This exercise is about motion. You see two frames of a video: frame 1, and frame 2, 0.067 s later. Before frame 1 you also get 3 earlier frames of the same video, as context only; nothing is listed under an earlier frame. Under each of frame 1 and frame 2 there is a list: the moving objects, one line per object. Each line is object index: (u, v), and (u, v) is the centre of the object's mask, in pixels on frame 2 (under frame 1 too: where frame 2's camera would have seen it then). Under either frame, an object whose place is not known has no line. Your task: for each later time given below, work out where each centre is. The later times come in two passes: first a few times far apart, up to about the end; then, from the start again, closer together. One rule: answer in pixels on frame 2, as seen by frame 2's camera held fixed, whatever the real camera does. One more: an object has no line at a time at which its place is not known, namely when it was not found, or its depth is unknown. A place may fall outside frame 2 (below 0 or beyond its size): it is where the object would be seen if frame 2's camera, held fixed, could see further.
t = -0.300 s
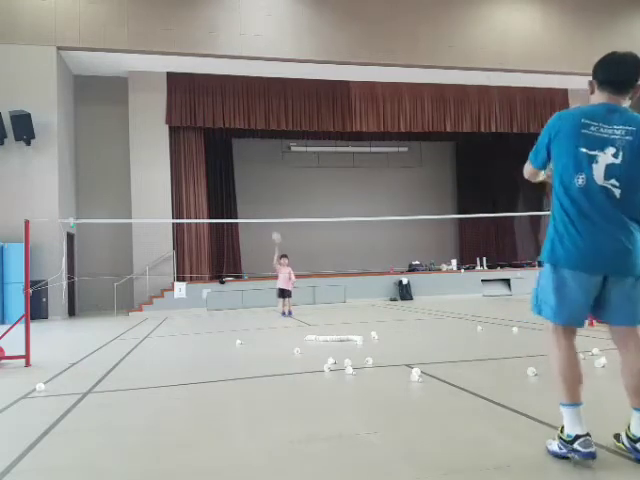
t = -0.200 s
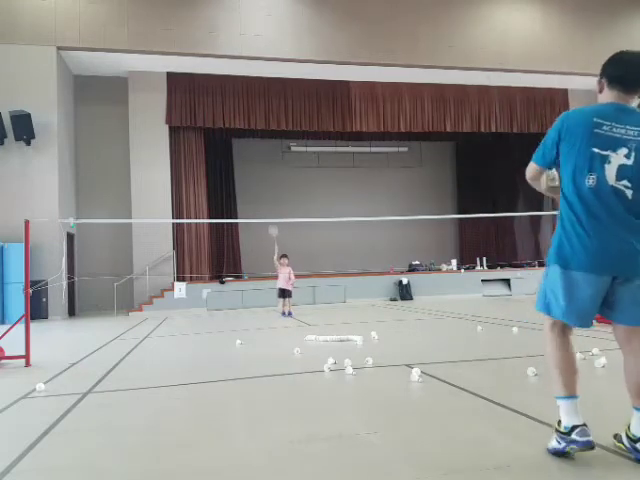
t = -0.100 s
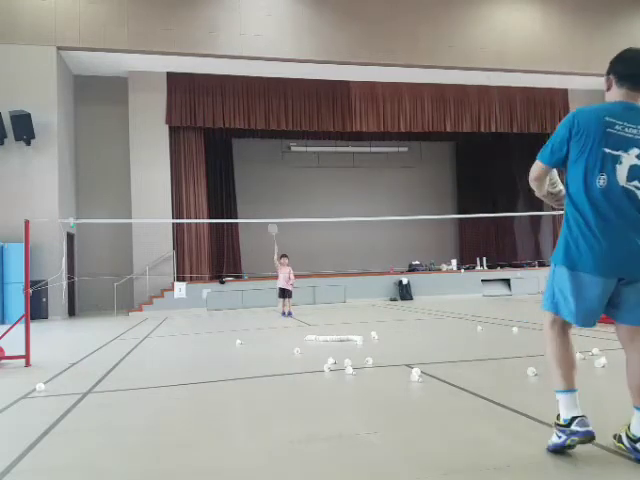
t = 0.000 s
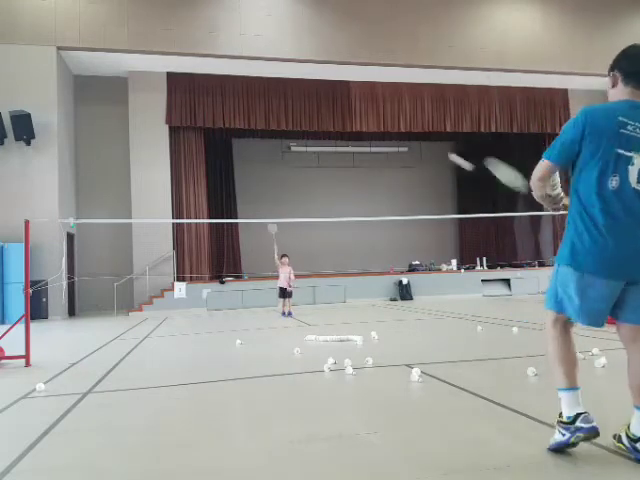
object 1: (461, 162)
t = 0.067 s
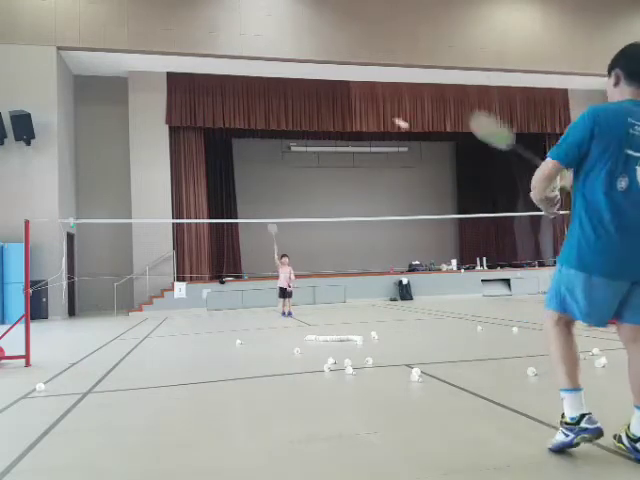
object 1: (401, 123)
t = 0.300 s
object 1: (318, 87)
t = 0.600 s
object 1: (282, 105)
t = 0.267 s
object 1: (325, 88)
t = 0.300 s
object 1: (318, 87)
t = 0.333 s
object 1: (312, 87)
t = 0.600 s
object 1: (282, 105)
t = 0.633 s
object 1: (279, 109)
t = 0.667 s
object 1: (277, 114)
